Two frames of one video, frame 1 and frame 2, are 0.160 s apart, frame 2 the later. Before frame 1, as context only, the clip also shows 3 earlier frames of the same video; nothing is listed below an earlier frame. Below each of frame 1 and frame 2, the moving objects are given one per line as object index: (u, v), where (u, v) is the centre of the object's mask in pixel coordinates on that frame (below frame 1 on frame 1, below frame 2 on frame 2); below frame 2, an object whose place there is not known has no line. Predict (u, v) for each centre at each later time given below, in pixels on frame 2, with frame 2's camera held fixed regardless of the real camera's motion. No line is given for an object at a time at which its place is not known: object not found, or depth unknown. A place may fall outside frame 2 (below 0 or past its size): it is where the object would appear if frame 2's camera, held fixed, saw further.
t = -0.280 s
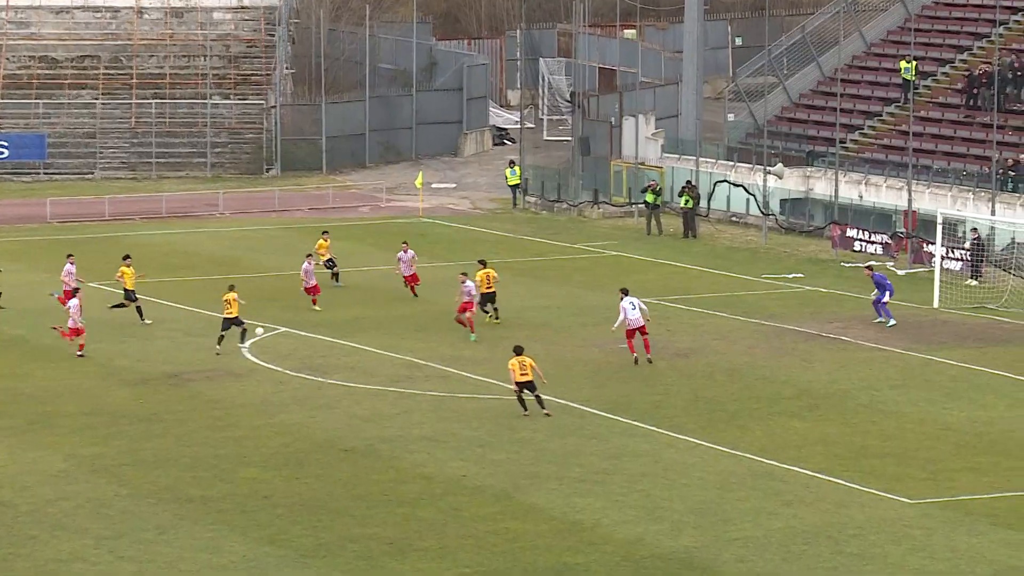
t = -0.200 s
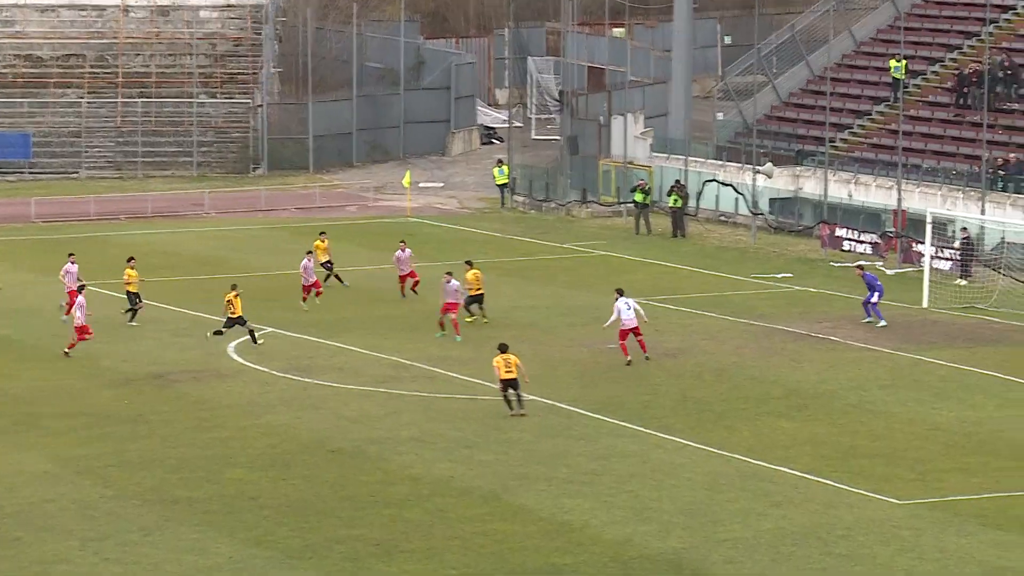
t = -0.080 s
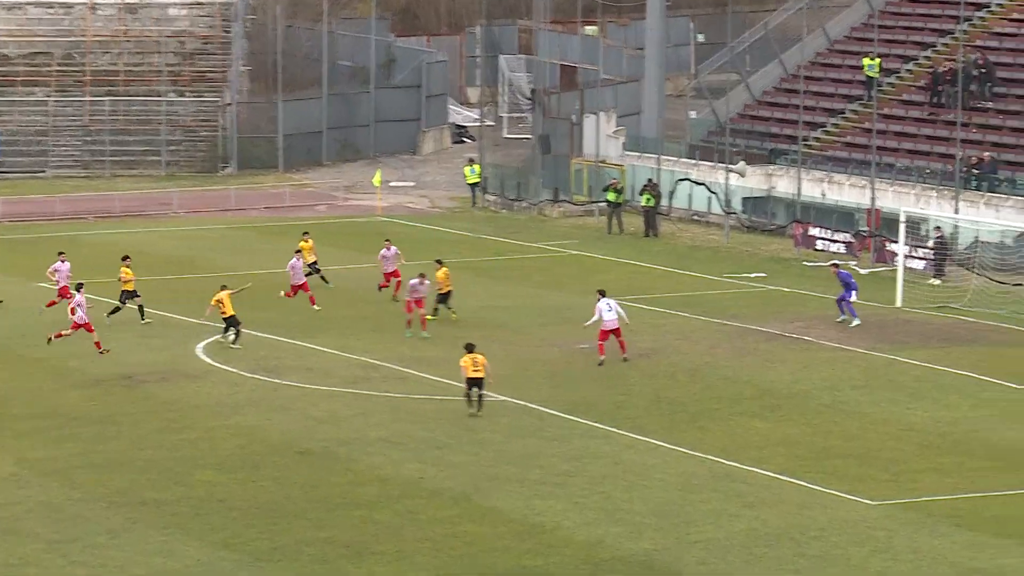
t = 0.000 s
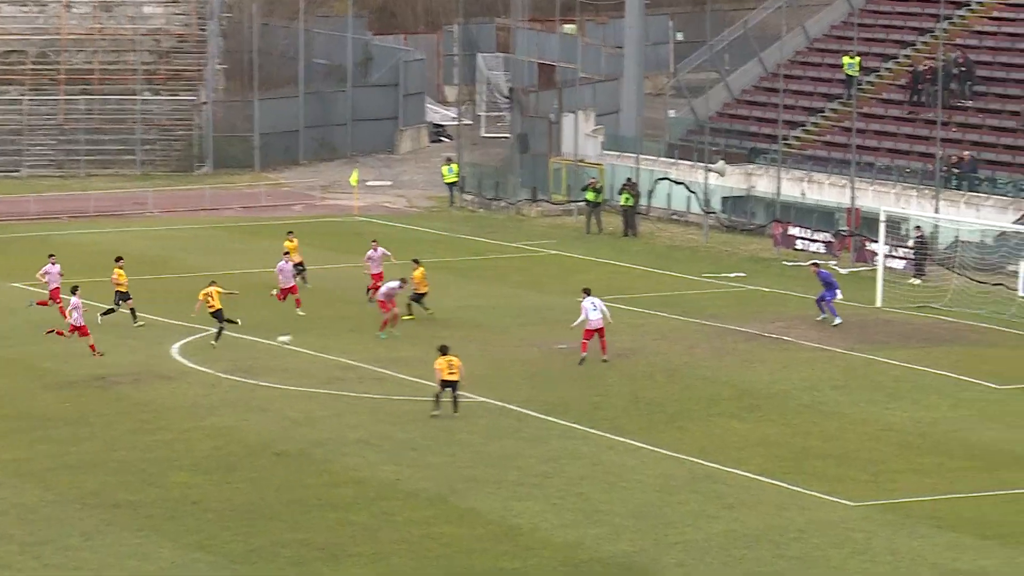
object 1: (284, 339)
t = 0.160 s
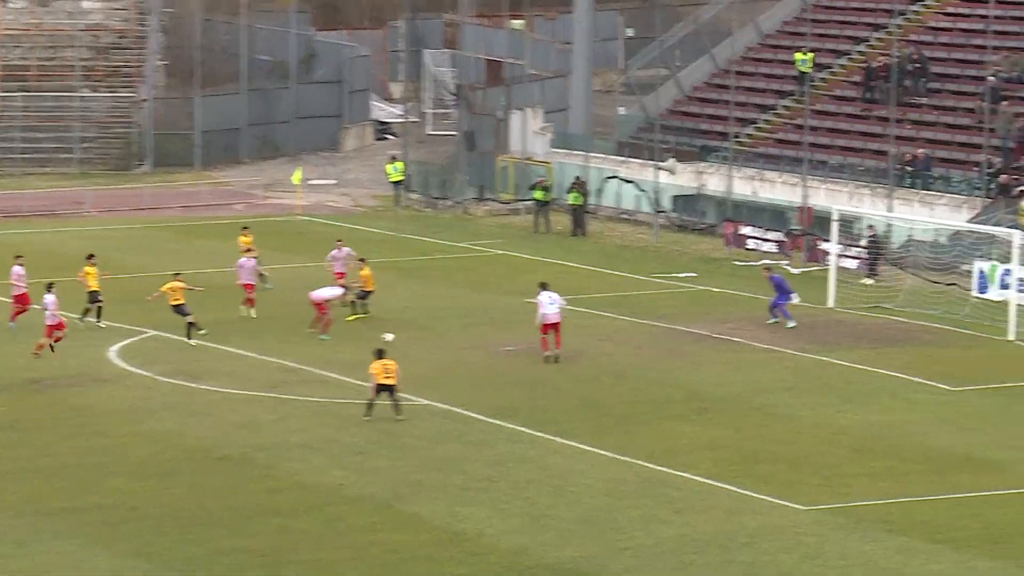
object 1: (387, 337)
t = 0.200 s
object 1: (427, 340)
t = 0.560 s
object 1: (713, 345)
